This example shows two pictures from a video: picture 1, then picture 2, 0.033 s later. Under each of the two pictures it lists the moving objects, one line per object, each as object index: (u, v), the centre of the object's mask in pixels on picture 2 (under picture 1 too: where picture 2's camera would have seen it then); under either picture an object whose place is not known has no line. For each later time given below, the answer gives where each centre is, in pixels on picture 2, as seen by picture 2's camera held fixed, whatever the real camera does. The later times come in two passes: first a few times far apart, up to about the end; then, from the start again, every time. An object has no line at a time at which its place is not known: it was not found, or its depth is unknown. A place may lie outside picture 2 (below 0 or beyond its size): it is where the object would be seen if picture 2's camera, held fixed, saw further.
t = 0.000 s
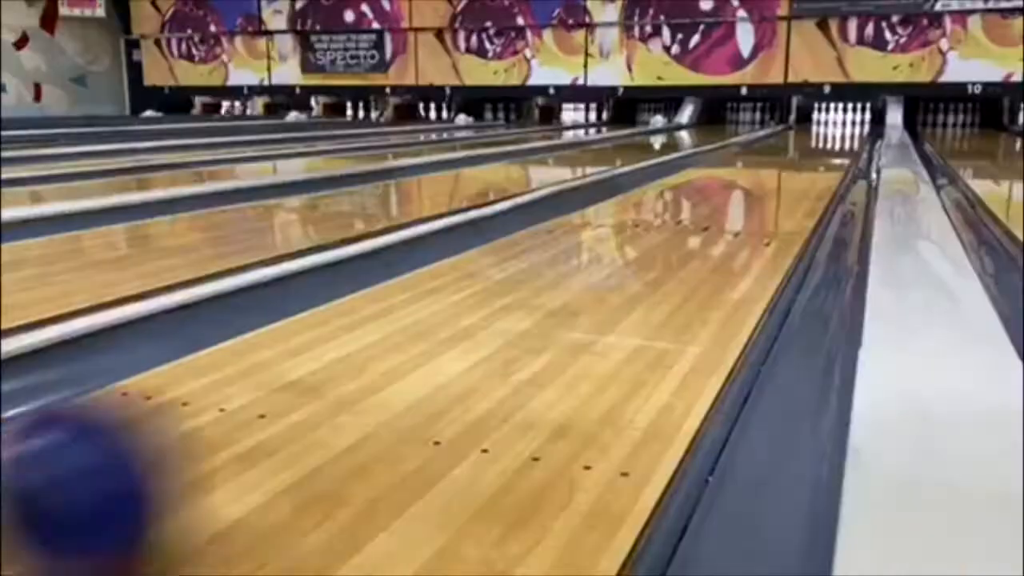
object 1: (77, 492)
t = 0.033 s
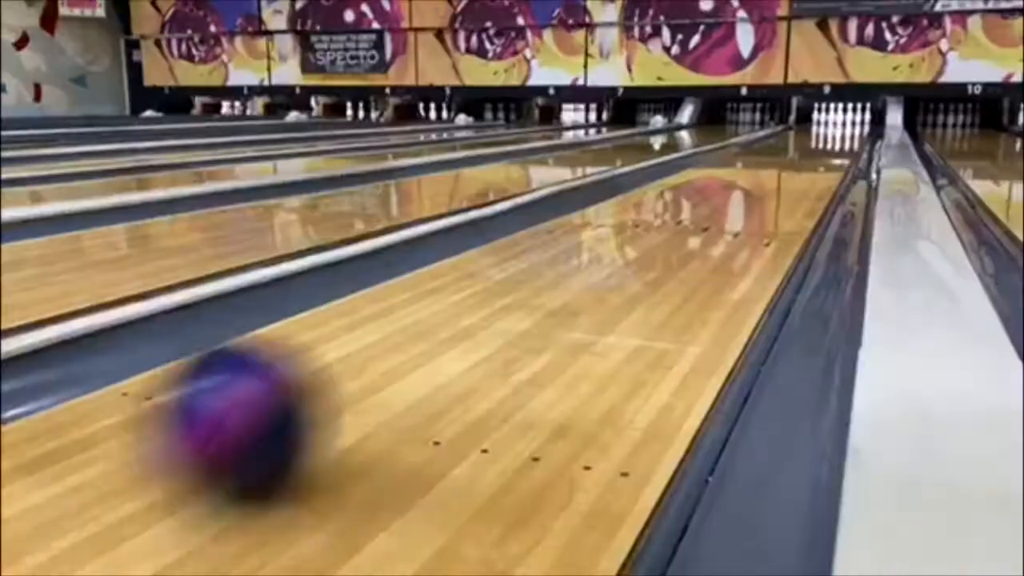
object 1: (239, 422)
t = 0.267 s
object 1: (641, 235)
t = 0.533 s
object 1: (760, 182)
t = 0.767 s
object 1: (808, 160)
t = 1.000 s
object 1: (832, 147)
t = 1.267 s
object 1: (848, 138)
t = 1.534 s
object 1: (854, 132)
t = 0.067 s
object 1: (352, 370)
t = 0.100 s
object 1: (433, 332)
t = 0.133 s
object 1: (496, 303)
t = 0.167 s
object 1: (543, 281)
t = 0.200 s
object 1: (581, 263)
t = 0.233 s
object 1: (614, 248)
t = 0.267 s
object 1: (641, 235)
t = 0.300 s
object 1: (664, 226)
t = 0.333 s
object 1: (683, 216)
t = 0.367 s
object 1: (700, 209)
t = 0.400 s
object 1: (715, 203)
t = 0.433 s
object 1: (729, 196)
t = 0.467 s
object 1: (741, 191)
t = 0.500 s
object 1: (751, 186)
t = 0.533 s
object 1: (760, 182)
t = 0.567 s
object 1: (770, 178)
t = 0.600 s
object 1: (778, 174)
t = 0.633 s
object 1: (785, 170)
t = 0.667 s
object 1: (791, 167)
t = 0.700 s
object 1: (797, 165)
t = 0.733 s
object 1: (803, 162)
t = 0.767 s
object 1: (808, 160)
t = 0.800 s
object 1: (812, 158)
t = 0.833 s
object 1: (817, 155)
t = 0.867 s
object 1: (821, 152)
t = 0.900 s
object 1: (824, 151)
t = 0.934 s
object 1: (827, 149)
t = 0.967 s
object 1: (830, 148)
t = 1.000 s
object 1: (832, 147)
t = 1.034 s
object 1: (835, 145)
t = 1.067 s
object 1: (837, 144)
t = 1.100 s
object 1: (840, 143)
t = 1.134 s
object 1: (841, 142)
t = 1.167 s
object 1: (843, 140)
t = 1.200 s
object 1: (845, 140)
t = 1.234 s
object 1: (846, 139)
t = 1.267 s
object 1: (848, 138)
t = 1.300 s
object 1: (849, 137)
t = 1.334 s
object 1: (851, 136)
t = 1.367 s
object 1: (851, 135)
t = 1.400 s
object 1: (852, 134)
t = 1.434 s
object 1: (852, 134)
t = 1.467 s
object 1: (853, 133)
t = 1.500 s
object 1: (853, 132)
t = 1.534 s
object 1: (854, 132)
